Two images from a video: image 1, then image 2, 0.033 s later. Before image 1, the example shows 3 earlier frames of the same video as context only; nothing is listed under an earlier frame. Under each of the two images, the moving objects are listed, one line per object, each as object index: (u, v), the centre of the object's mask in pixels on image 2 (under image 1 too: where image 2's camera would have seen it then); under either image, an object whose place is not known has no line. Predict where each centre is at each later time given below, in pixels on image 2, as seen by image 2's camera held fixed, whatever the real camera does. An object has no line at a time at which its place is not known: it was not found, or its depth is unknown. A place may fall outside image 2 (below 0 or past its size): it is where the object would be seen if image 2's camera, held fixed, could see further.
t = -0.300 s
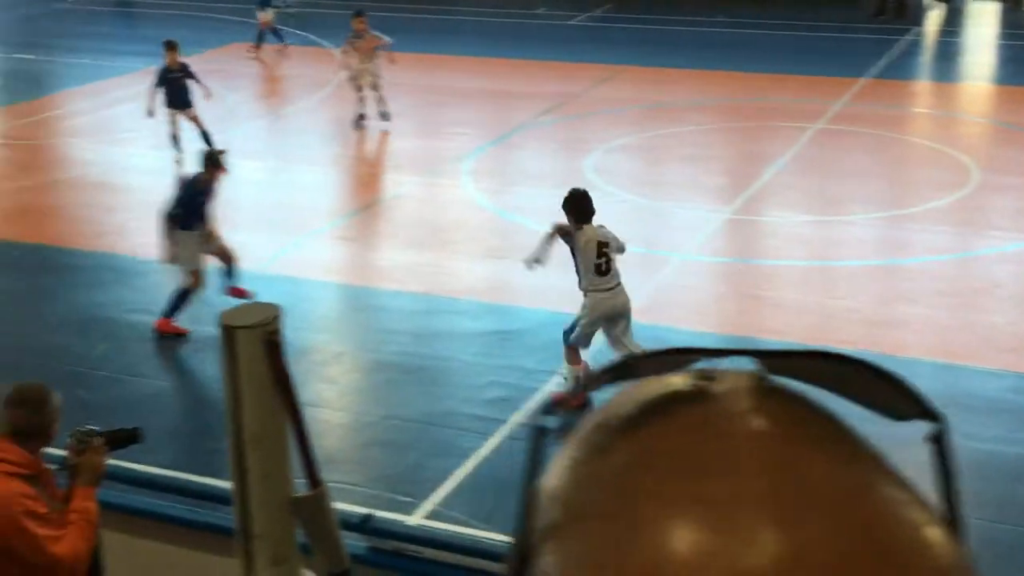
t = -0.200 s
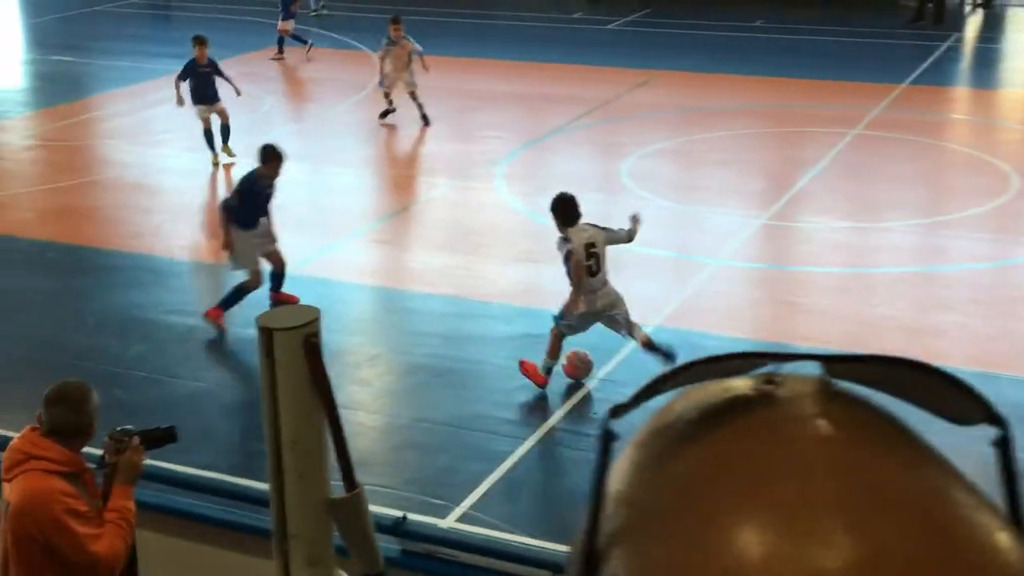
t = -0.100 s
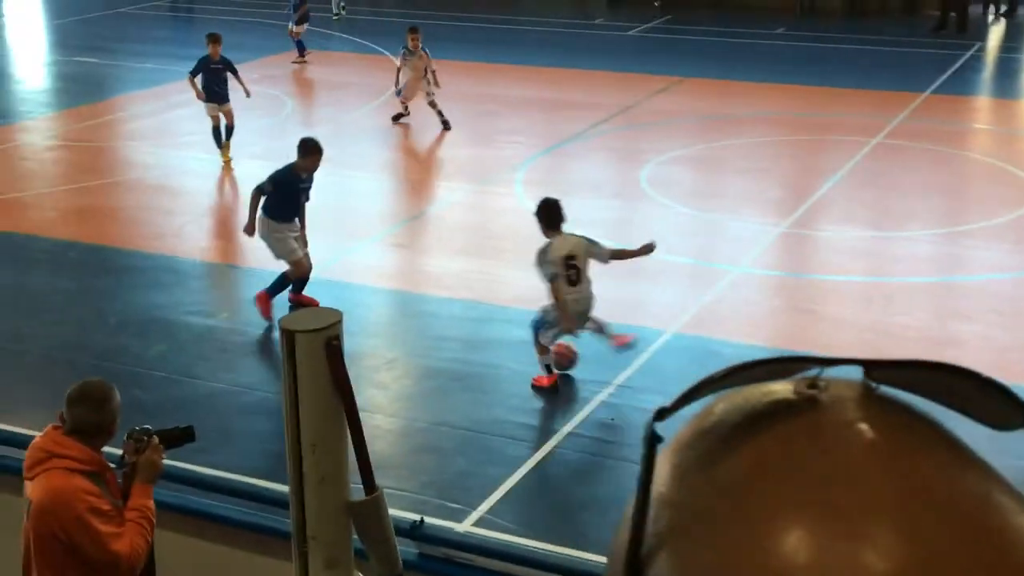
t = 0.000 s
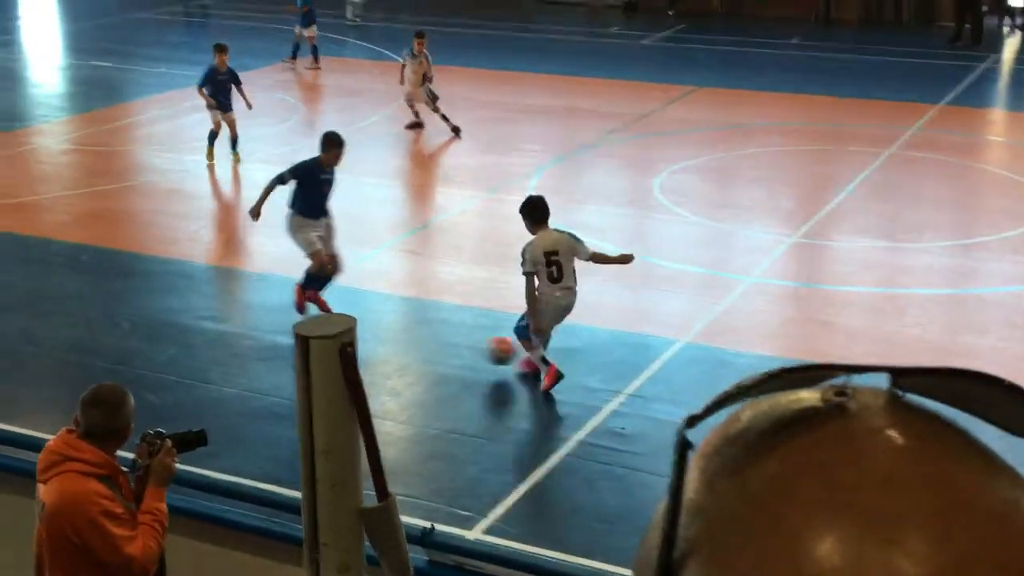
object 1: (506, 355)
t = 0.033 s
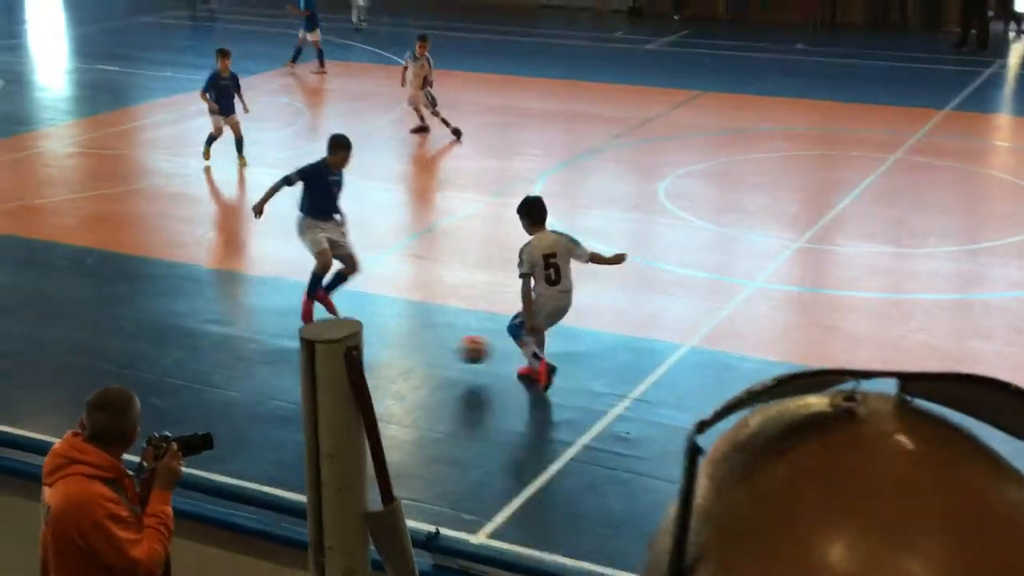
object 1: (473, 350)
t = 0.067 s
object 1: (441, 346)
